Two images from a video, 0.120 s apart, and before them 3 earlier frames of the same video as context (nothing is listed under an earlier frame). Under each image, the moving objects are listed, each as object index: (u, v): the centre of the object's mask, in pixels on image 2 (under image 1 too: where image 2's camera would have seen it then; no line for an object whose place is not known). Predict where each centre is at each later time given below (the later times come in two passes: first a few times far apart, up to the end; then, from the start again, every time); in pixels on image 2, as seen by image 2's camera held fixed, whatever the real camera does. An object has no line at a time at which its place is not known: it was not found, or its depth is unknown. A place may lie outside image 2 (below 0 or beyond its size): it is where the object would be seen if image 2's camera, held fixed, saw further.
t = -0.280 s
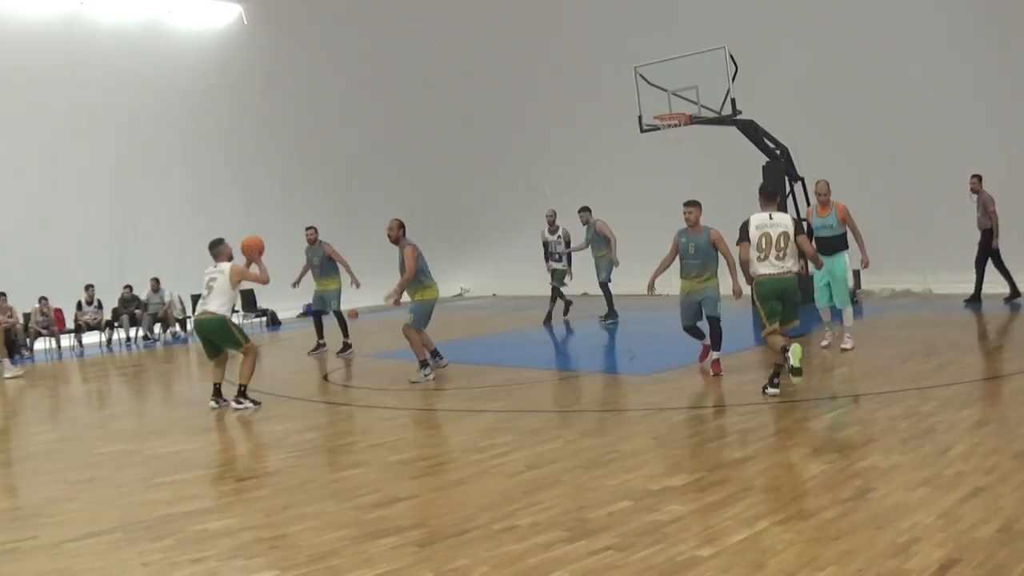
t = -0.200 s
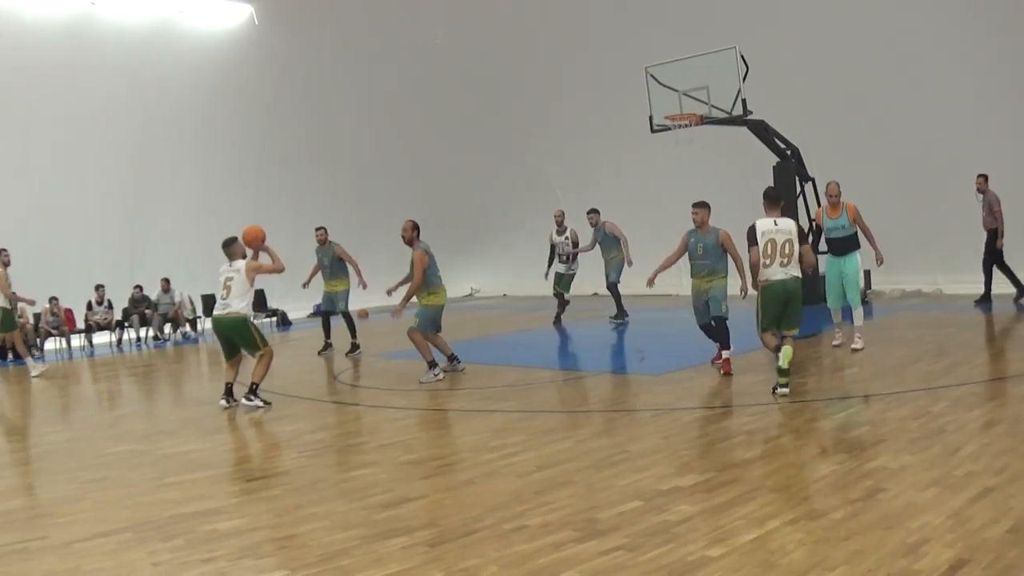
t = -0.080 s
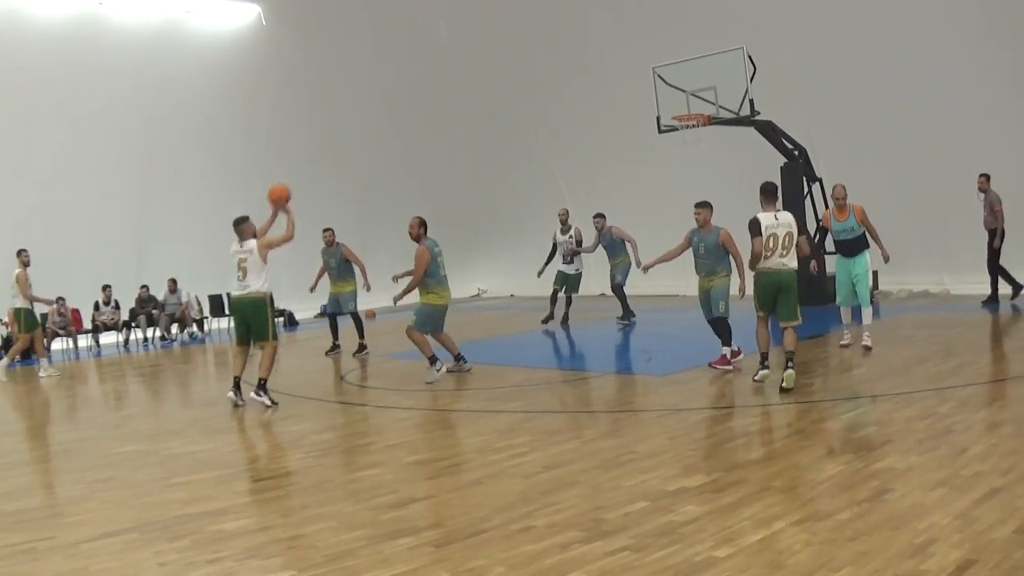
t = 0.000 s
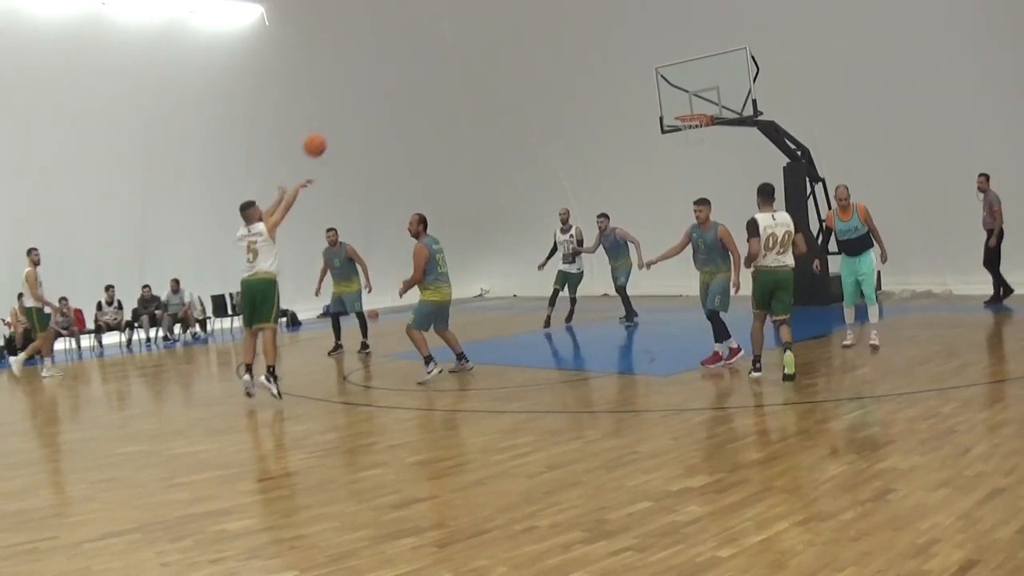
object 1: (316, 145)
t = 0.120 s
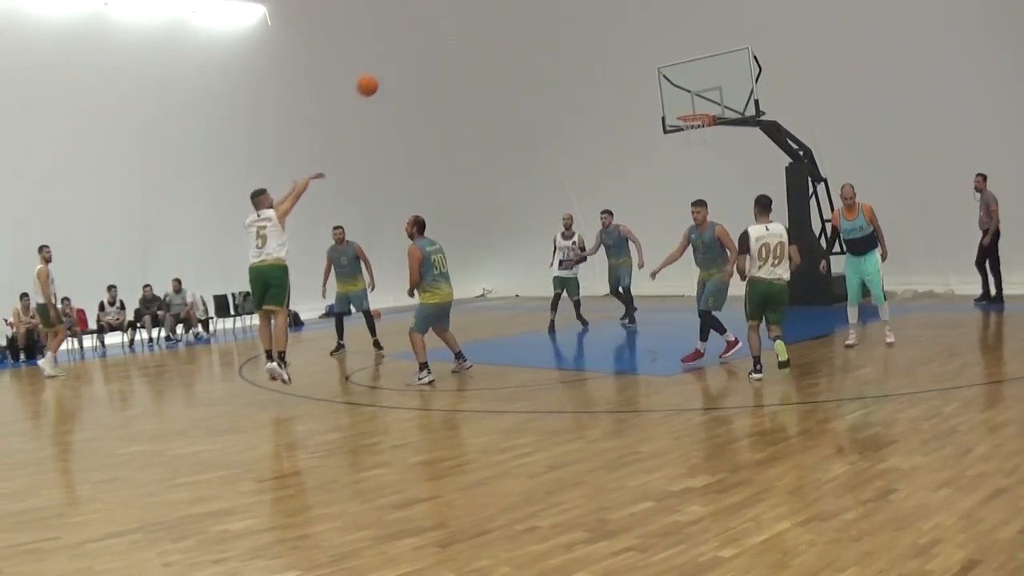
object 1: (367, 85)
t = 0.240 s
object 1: (414, 43)
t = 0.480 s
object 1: (497, 6)
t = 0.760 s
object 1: (581, 16)
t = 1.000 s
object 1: (643, 67)
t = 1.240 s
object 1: (699, 149)
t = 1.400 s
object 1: (733, 216)
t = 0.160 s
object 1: (383, 69)
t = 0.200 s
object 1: (399, 55)
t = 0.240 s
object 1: (414, 43)
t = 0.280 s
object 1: (429, 33)
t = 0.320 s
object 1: (444, 24)
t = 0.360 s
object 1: (457, 16)
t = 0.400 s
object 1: (471, 10)
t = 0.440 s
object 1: (485, 7)
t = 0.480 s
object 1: (497, 6)
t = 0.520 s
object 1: (510, 5)
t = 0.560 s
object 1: (523, 4)
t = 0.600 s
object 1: (535, 5)
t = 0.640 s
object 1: (546, 7)
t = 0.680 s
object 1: (558, 8)
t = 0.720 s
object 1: (569, 11)
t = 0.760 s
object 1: (581, 16)
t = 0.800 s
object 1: (591, 23)
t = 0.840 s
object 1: (602, 30)
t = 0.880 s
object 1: (612, 37)
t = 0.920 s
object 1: (622, 47)
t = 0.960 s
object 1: (633, 56)
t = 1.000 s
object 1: (643, 67)
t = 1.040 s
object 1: (653, 79)
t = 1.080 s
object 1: (662, 92)
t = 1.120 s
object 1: (672, 105)
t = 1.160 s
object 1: (680, 118)
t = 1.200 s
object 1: (689, 134)
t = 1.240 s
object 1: (699, 149)
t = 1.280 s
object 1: (708, 164)
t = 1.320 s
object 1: (717, 181)
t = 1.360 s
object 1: (725, 198)
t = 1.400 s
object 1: (733, 216)
